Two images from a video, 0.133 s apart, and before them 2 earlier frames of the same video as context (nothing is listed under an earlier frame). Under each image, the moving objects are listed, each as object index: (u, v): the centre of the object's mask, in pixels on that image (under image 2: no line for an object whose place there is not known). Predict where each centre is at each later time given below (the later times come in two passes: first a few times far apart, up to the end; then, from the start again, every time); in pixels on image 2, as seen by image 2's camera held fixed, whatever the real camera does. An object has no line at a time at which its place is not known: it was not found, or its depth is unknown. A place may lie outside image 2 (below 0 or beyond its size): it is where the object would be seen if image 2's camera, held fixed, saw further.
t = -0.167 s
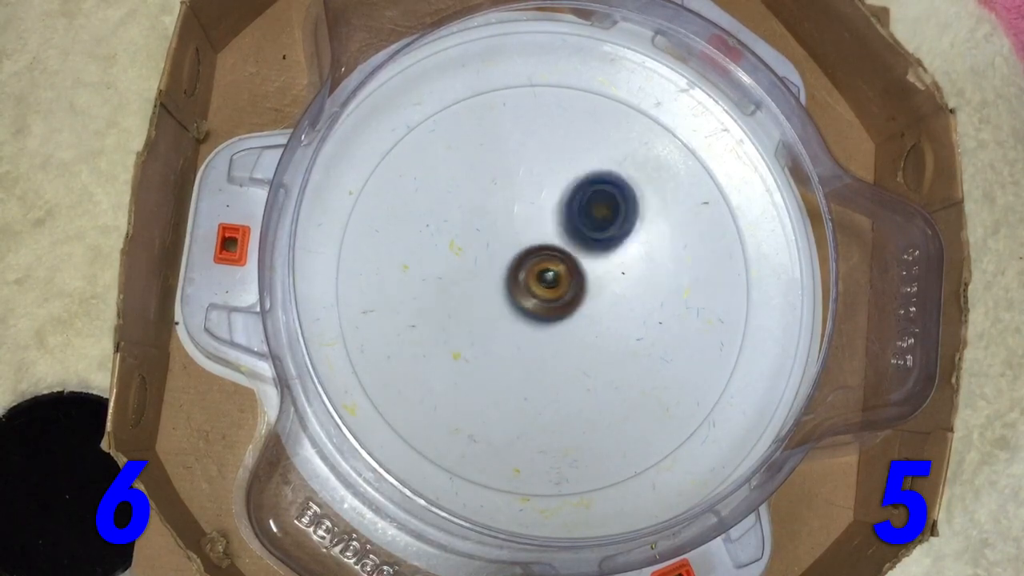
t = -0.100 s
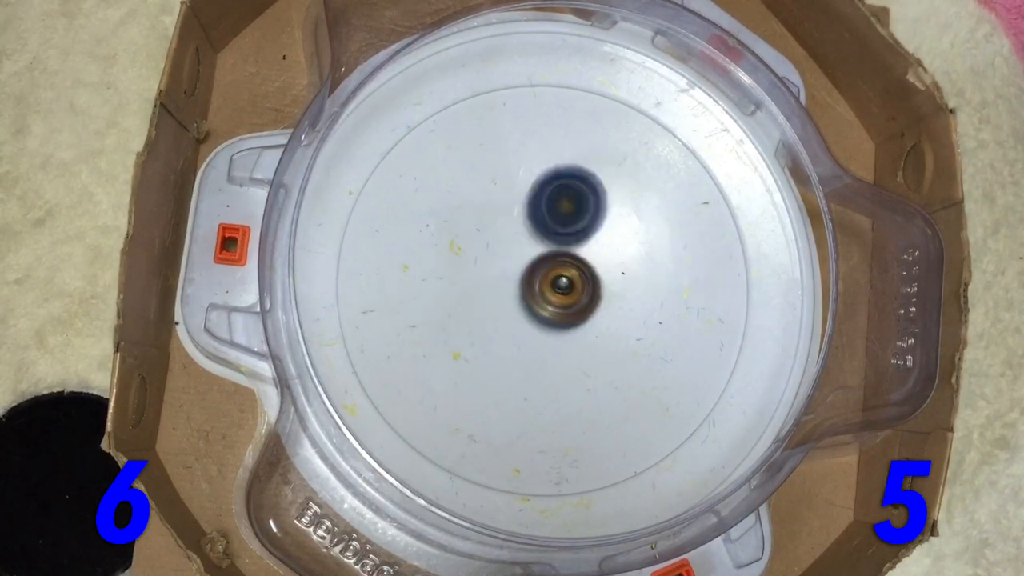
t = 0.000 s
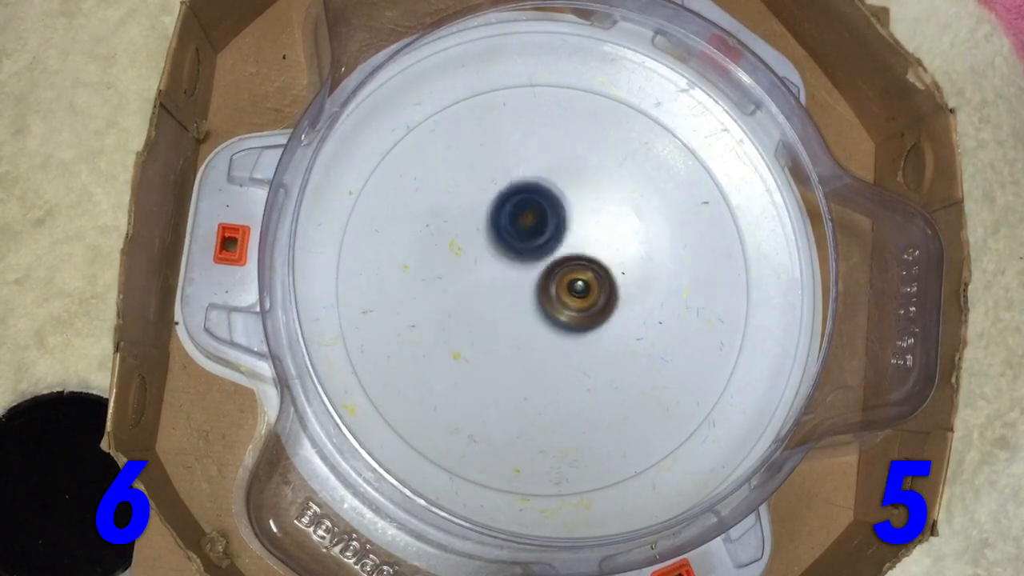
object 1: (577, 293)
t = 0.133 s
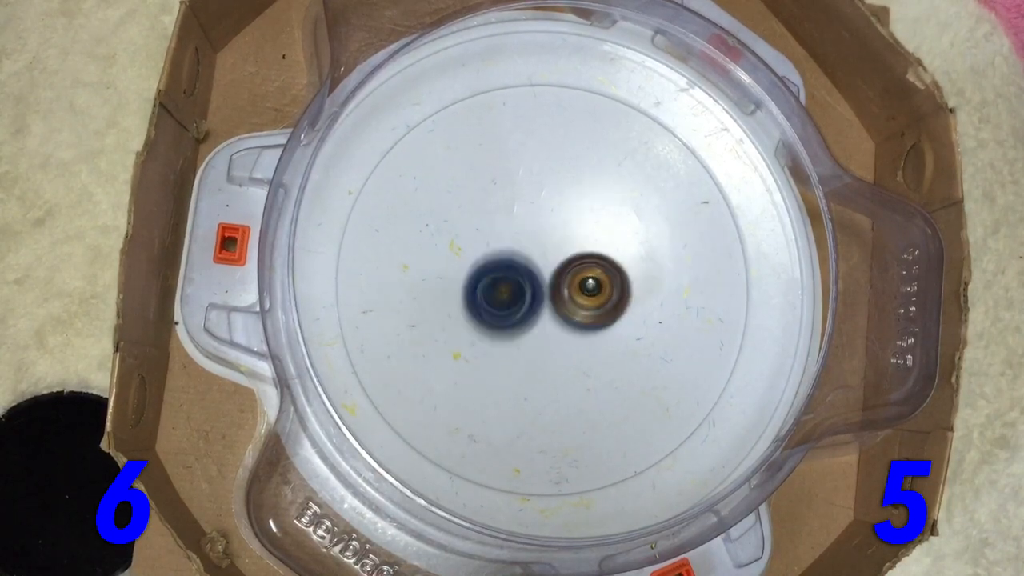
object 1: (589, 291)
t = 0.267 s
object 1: (589, 286)
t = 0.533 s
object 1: (575, 273)
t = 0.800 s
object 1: (426, 152)
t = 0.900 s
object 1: (386, 30)
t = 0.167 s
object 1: (590, 290)
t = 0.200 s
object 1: (590, 289)
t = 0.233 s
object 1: (590, 288)
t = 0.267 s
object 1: (589, 286)
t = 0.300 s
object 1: (588, 285)
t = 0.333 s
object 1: (586, 283)
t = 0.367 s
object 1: (584, 282)
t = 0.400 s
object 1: (583, 280)
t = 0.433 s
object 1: (581, 278)
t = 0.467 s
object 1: (579, 276)
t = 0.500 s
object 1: (577, 275)
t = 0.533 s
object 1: (575, 273)
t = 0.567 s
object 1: (573, 272)
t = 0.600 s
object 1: (571, 270)
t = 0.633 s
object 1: (569, 269)
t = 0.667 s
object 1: (567, 268)
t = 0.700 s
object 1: (565, 266)
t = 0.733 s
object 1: (544, 253)
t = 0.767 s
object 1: (482, 202)
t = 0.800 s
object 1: (426, 152)
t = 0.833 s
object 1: (383, 108)
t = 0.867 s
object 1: (375, 59)
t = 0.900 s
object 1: (386, 30)
